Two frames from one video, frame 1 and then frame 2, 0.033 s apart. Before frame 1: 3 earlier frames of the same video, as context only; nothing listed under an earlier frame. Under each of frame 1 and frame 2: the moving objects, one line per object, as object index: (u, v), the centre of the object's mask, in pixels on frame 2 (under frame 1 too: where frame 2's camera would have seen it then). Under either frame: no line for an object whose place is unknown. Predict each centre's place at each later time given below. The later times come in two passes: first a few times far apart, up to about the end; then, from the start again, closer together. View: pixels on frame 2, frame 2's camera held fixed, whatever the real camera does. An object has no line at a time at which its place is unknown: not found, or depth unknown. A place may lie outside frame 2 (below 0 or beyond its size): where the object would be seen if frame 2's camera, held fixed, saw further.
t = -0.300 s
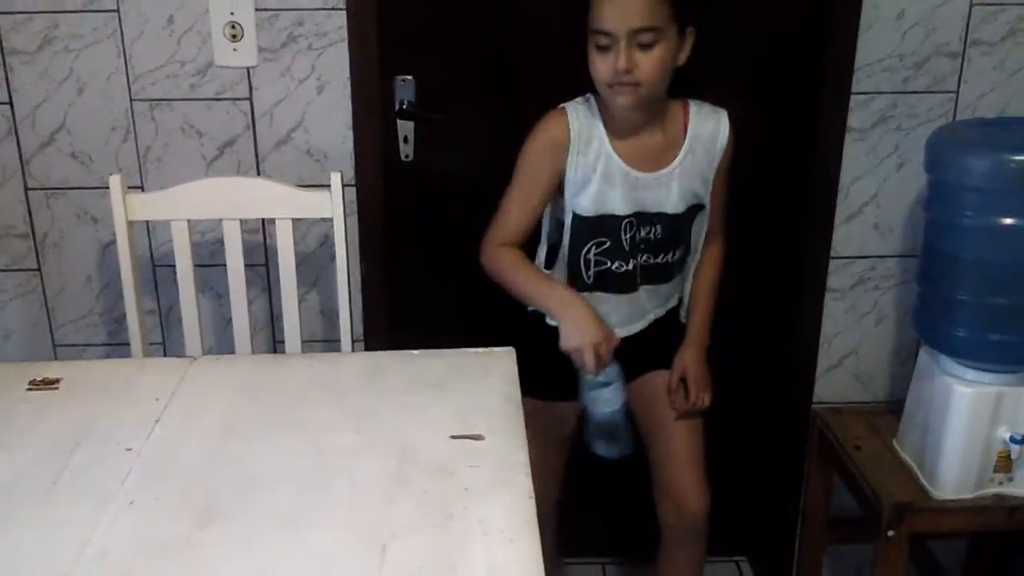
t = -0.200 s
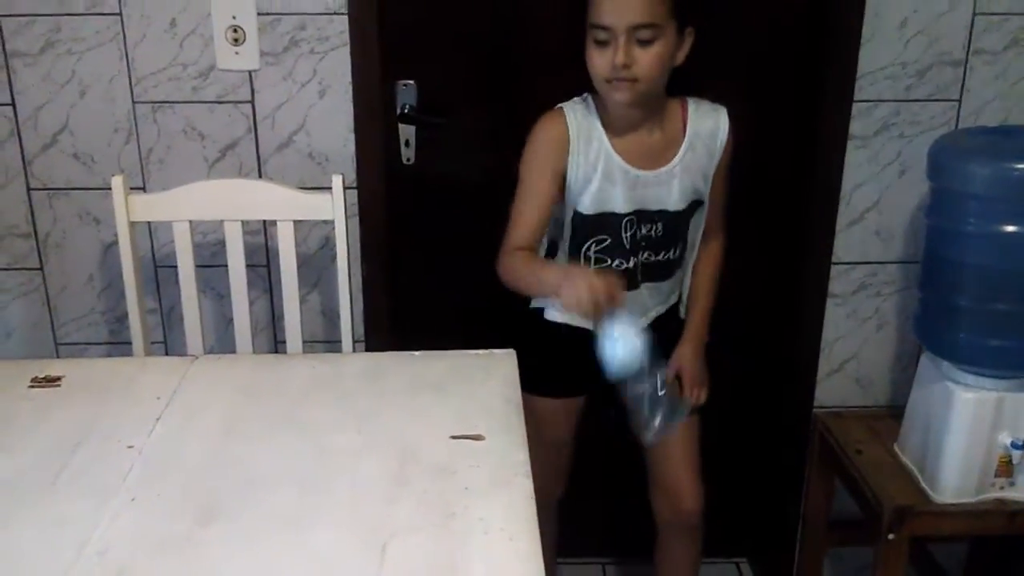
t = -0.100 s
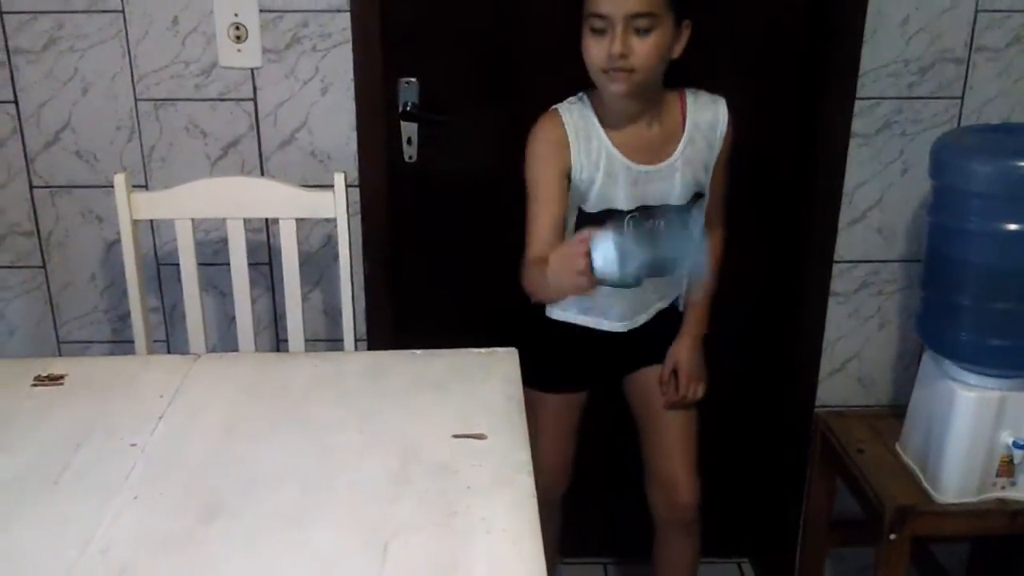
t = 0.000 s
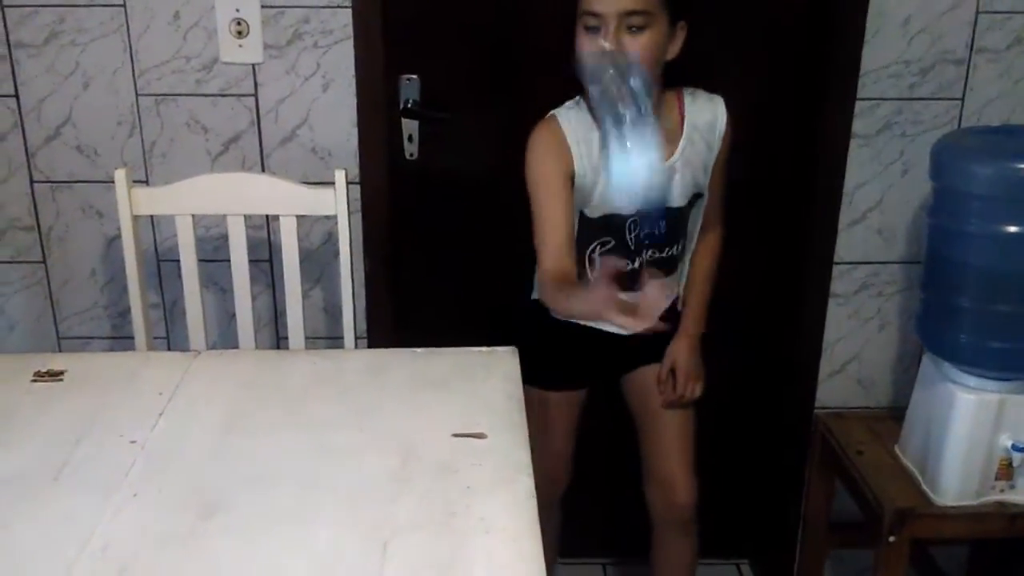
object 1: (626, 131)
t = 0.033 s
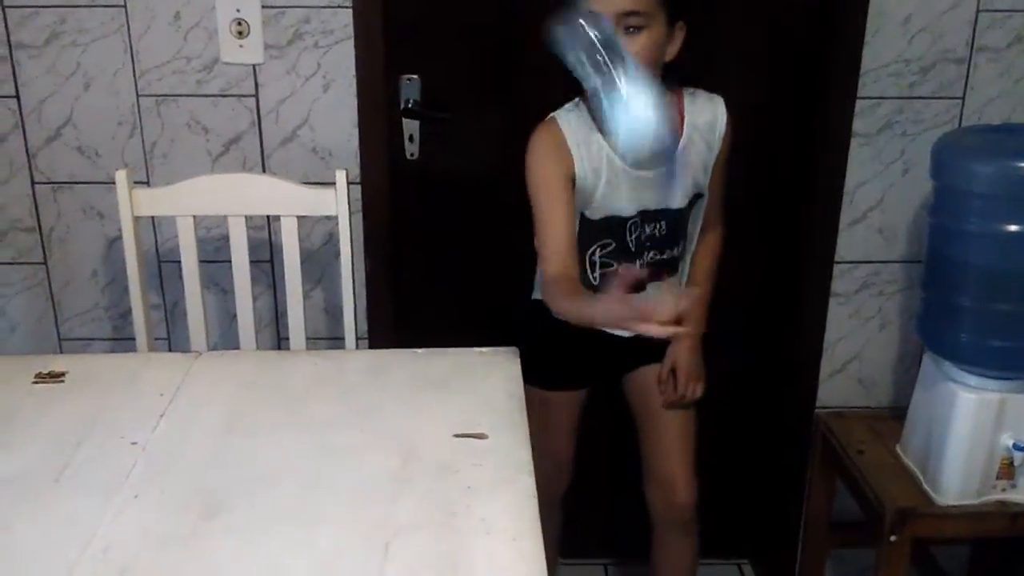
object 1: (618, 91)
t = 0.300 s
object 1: (441, 130)
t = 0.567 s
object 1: (299, 432)
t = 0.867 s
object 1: (224, 443)
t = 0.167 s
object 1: (516, 29)
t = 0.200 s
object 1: (494, 45)
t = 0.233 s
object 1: (479, 63)
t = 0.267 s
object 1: (462, 87)
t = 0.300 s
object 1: (441, 130)
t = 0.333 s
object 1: (420, 186)
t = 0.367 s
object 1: (400, 246)
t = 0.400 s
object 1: (381, 314)
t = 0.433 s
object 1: (360, 393)
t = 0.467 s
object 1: (338, 399)
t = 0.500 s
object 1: (322, 413)
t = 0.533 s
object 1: (310, 423)
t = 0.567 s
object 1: (299, 432)
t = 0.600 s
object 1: (284, 431)
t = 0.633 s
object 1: (275, 430)
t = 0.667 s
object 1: (265, 430)
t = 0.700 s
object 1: (256, 431)
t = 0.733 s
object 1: (249, 433)
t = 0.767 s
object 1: (242, 436)
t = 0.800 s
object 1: (237, 438)
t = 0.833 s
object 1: (230, 441)
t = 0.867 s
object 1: (224, 443)
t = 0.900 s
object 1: (218, 446)
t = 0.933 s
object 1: (211, 449)
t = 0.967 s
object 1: (205, 451)
